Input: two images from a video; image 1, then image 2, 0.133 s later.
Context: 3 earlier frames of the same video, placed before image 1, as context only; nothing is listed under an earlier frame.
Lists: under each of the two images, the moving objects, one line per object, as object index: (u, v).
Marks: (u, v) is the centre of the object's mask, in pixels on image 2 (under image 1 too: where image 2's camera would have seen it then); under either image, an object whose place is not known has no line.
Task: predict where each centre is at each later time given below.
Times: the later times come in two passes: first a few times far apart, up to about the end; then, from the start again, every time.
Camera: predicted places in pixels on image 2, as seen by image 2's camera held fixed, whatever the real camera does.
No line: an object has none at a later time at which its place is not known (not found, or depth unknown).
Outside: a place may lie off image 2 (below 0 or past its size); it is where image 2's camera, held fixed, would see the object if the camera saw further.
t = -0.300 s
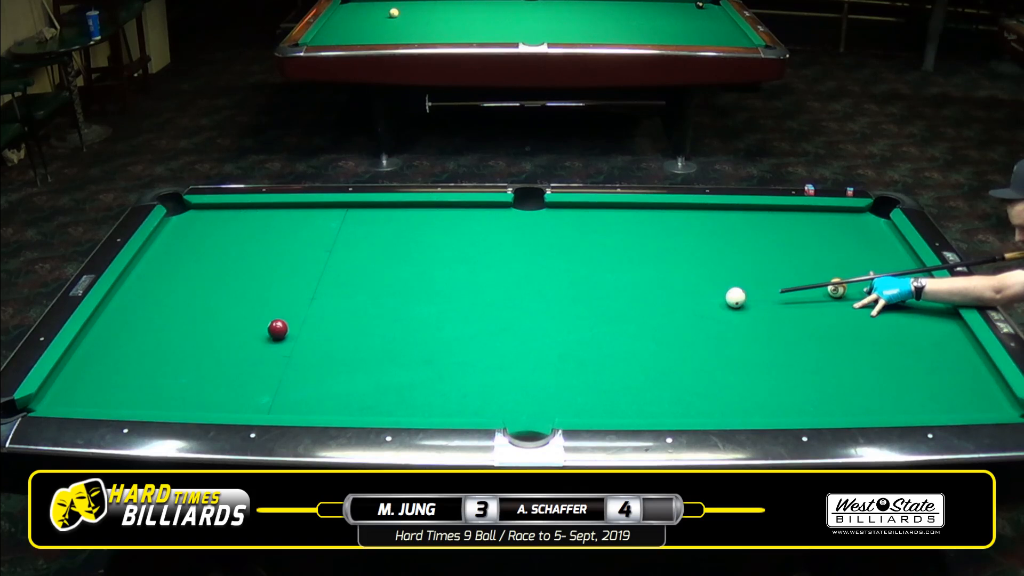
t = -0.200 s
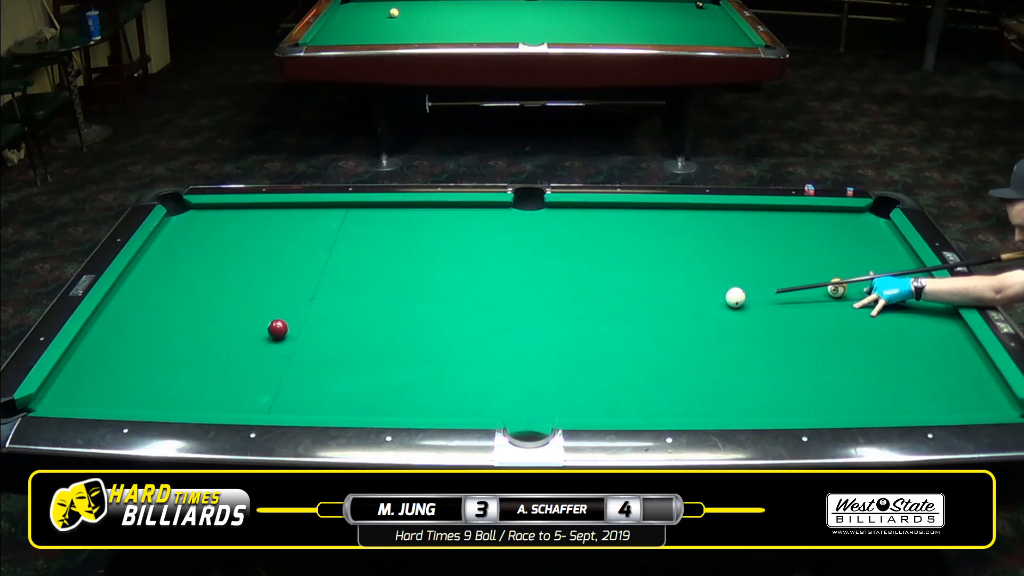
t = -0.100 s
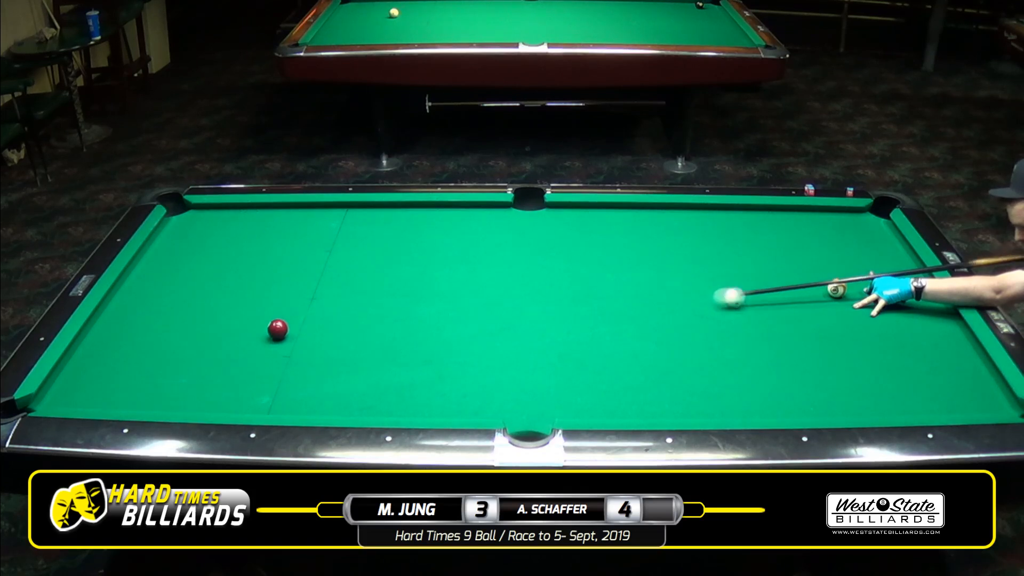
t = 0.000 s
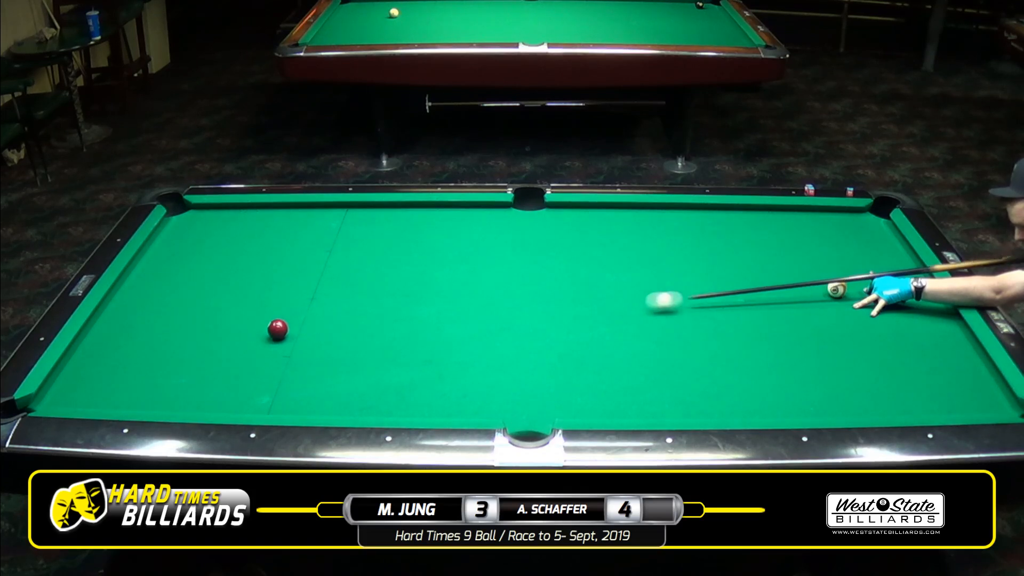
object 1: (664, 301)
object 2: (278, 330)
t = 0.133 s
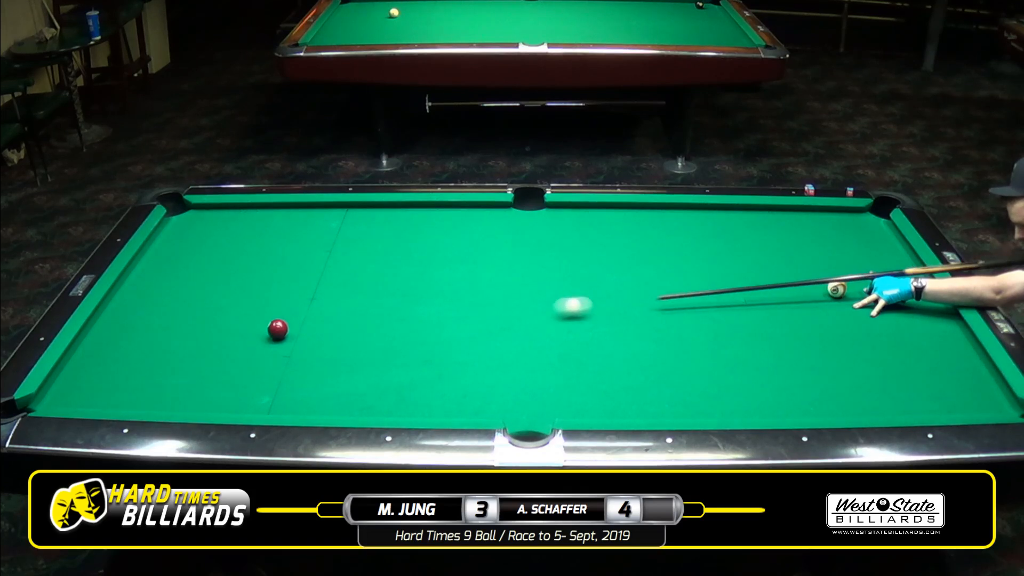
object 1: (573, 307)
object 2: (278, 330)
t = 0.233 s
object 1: (503, 311)
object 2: (278, 330)
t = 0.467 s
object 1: (339, 321)
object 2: (277, 329)
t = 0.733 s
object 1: (252, 303)
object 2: (186, 358)
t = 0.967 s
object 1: (196, 285)
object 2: (96, 387)
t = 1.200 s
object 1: (147, 269)
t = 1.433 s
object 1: (167, 257)
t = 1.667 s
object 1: (209, 248)
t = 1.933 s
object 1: (253, 238)
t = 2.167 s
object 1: (291, 229)
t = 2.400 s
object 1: (326, 222)
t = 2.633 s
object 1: (358, 215)
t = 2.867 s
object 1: (389, 208)
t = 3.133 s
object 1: (415, 208)
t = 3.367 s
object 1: (433, 211)
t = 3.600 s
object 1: (450, 214)
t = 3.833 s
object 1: (466, 216)
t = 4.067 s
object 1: (480, 219)
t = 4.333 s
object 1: (495, 222)
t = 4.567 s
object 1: (507, 224)
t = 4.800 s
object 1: (518, 226)
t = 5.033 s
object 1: (527, 228)
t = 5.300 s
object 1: (536, 230)
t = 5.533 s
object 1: (543, 231)
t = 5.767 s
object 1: (548, 232)
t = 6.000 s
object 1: (552, 233)
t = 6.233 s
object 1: (554, 234)
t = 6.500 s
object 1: (556, 234)
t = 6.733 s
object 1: (556, 233)
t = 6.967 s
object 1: (556, 233)
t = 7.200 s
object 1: (556, 233)
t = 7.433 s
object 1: (556, 233)
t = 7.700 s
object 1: (556, 233)
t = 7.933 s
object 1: (556, 233)
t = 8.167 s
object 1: (556, 233)
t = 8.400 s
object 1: (556, 233)
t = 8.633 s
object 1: (556, 233)
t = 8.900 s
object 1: (556, 233)
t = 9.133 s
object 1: (556, 233)
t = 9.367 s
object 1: (556, 233)
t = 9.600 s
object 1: (556, 233)
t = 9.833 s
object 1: (556, 233)
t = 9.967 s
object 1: (556, 233)
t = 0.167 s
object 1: (549, 308)
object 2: (278, 330)
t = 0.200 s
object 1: (526, 310)
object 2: (278, 330)
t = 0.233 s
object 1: (503, 311)
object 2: (278, 330)
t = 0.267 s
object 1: (480, 313)
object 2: (278, 330)
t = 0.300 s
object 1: (456, 314)
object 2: (278, 330)
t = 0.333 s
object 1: (433, 315)
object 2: (278, 330)
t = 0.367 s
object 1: (409, 317)
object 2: (277, 329)
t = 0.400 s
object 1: (386, 318)
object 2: (277, 329)
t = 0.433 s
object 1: (363, 320)
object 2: (277, 329)
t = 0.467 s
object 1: (339, 321)
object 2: (277, 329)
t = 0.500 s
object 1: (316, 322)
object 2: (278, 329)
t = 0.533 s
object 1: (298, 322)
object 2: (276, 330)
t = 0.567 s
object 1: (290, 319)
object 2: (258, 335)
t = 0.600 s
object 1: (284, 315)
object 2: (241, 340)
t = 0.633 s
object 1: (277, 311)
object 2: (226, 345)
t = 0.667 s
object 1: (269, 308)
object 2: (212, 349)
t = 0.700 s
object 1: (260, 306)
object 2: (198, 354)
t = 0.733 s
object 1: (252, 303)
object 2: (186, 358)
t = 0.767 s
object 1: (243, 300)
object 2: (172, 362)
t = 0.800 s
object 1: (235, 297)
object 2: (160, 366)
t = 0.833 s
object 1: (227, 295)
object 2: (147, 370)
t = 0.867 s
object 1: (219, 292)
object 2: (134, 375)
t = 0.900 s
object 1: (211, 290)
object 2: (122, 378)
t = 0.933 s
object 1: (203, 287)
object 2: (109, 383)
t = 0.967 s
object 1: (196, 285)
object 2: (96, 387)
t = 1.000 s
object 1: (189, 282)
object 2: (83, 391)
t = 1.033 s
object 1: (181, 280)
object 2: (70, 395)
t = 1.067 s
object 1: (174, 277)
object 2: (58, 398)
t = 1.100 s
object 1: (167, 275)
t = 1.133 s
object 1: (160, 273)
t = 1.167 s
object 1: (153, 271)
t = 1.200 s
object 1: (147, 269)
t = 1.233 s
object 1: (140, 267)
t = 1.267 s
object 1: (136, 264)
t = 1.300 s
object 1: (142, 263)
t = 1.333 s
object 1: (149, 261)
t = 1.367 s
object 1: (155, 260)
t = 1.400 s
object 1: (161, 259)
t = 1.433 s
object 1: (167, 257)
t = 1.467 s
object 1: (173, 256)
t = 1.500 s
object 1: (179, 254)
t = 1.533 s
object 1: (185, 253)
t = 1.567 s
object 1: (191, 252)
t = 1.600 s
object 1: (197, 250)
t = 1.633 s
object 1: (203, 249)
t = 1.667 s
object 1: (209, 248)
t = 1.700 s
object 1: (214, 246)
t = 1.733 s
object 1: (220, 245)
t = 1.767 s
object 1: (226, 244)
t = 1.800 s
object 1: (231, 243)
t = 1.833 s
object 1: (237, 241)
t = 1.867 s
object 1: (242, 240)
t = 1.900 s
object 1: (248, 239)
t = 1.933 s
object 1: (253, 238)
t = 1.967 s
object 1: (259, 237)
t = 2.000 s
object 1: (264, 235)
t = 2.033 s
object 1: (270, 234)
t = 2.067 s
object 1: (275, 233)
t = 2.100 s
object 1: (280, 232)
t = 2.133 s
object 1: (285, 231)
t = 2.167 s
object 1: (291, 229)
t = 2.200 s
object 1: (296, 228)
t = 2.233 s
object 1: (301, 227)
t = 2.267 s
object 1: (306, 226)
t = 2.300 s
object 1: (311, 225)
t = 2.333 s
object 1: (316, 224)
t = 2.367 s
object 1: (321, 223)
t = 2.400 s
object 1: (326, 222)
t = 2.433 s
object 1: (330, 221)
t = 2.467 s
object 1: (335, 219)
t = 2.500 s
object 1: (340, 218)
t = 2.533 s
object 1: (345, 217)
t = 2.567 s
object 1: (349, 217)
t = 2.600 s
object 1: (354, 216)
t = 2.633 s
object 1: (358, 215)
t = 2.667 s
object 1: (363, 214)
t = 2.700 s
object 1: (367, 213)
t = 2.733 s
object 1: (372, 212)
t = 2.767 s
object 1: (376, 211)
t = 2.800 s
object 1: (381, 210)
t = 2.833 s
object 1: (385, 209)
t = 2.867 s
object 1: (389, 208)
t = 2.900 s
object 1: (394, 207)
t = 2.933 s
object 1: (398, 206)
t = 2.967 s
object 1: (402, 206)
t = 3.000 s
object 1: (404, 206)
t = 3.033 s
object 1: (407, 206)
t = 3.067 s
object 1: (410, 207)
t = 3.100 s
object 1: (412, 207)
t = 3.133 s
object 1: (415, 208)
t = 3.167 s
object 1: (418, 208)
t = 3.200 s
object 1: (420, 208)
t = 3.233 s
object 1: (423, 209)
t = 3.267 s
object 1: (426, 209)
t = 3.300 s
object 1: (428, 210)
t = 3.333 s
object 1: (431, 210)
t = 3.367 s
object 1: (433, 211)
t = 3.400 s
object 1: (435, 211)
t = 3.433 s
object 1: (438, 212)
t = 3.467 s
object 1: (440, 212)
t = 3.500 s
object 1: (443, 213)
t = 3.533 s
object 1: (445, 213)
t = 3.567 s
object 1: (447, 213)
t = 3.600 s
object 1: (450, 214)
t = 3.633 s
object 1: (452, 214)
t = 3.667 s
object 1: (454, 215)
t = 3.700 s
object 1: (457, 215)
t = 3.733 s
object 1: (459, 215)
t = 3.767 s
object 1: (461, 216)
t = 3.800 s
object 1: (463, 216)
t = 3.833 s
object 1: (466, 216)
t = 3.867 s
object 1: (468, 217)
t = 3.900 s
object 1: (470, 217)
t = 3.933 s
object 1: (472, 217)
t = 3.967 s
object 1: (474, 218)
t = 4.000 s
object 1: (476, 218)
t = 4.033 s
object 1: (478, 219)
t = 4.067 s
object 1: (480, 219)
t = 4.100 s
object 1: (482, 219)
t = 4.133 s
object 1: (484, 220)
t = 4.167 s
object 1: (486, 220)
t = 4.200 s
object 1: (488, 220)
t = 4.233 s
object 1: (490, 221)
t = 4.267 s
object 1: (492, 221)
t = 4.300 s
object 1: (494, 221)
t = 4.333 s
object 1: (495, 222)
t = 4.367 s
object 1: (497, 222)
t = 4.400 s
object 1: (499, 222)
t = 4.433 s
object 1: (501, 223)
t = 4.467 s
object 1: (502, 223)
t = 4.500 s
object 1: (504, 223)
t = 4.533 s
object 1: (506, 224)
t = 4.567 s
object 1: (507, 224)
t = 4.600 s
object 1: (509, 224)
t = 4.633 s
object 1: (510, 225)
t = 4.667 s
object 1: (512, 225)
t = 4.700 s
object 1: (514, 225)
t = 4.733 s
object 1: (515, 225)
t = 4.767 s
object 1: (516, 226)
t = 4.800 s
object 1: (518, 226)
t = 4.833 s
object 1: (519, 226)
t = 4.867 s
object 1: (521, 226)
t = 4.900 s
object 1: (522, 227)
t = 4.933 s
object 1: (524, 227)
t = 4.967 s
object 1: (525, 227)
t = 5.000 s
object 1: (526, 227)
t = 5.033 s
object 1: (527, 228)
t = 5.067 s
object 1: (529, 228)
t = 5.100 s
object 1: (530, 228)
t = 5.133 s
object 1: (531, 228)
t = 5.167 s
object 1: (532, 229)
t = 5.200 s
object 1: (534, 229)
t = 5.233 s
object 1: (534, 229)
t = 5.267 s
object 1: (535, 229)
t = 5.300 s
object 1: (536, 230)
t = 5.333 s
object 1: (538, 230)
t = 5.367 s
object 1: (539, 230)
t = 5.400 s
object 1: (540, 230)
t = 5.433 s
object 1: (540, 230)
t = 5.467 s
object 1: (541, 230)
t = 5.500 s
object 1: (542, 231)
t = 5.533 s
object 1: (543, 231)
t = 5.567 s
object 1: (544, 231)
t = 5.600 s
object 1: (544, 231)
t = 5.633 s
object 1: (545, 231)
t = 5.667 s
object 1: (546, 232)
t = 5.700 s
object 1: (547, 232)
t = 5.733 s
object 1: (547, 232)
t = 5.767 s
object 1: (548, 232)
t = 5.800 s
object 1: (549, 232)
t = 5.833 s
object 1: (549, 232)
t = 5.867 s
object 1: (550, 232)
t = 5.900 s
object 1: (550, 233)
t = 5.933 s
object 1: (551, 233)
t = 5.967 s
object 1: (551, 233)
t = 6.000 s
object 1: (552, 233)
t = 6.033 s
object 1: (552, 233)
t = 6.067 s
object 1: (552, 233)
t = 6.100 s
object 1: (553, 233)
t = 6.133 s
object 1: (553, 233)
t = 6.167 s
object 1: (553, 233)
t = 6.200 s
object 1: (554, 233)
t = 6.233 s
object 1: (554, 234)
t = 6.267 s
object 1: (554, 234)
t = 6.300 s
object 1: (555, 234)
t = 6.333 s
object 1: (555, 234)
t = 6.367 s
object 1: (555, 234)
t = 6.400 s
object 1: (555, 234)
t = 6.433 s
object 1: (555, 234)
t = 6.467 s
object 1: (555, 234)
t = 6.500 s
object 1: (556, 234)
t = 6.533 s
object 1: (556, 233)
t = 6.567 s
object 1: (556, 233)
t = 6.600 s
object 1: (556, 233)
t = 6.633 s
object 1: (556, 233)
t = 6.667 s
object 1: (556, 233)
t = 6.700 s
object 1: (556, 233)
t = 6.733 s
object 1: (556, 233)
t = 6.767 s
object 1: (556, 233)
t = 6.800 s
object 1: (556, 233)
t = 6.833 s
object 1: (556, 233)
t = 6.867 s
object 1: (556, 233)
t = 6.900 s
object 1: (556, 233)
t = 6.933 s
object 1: (556, 233)
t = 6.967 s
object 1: (556, 233)
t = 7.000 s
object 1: (556, 233)
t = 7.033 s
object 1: (556, 233)
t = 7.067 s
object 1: (556, 233)
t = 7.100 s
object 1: (556, 233)
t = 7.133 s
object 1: (556, 233)
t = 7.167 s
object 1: (556, 233)
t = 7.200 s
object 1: (556, 233)
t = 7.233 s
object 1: (556, 233)
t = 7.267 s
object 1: (556, 233)
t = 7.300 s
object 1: (556, 233)
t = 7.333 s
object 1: (556, 233)
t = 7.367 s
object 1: (556, 233)
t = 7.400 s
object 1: (556, 233)
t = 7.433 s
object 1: (556, 233)
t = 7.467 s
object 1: (556, 233)
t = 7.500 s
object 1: (556, 233)
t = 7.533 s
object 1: (556, 233)
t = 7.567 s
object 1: (556, 233)
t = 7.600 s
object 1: (556, 233)
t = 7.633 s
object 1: (556, 233)
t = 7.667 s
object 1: (556, 233)
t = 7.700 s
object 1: (556, 233)
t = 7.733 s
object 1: (556, 233)
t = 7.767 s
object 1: (556, 233)
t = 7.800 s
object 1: (556, 233)
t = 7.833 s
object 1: (556, 233)
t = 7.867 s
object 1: (556, 233)
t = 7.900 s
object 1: (556, 233)
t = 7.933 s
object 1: (556, 233)
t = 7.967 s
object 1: (556, 233)
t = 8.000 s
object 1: (556, 233)
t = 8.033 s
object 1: (556, 233)
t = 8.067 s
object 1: (556, 233)
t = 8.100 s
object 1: (556, 233)
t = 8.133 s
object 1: (556, 233)
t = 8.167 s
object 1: (556, 233)
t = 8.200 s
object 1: (556, 233)
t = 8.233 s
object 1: (556, 233)
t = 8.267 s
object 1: (556, 233)
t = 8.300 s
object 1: (556, 233)
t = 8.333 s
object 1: (556, 233)
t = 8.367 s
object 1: (556, 233)
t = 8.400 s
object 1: (556, 233)
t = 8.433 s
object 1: (556, 233)
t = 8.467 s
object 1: (556, 233)
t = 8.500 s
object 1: (556, 233)
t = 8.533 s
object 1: (556, 233)
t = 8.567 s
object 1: (556, 233)
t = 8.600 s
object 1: (556, 233)
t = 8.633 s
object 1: (556, 233)
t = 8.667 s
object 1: (556, 233)
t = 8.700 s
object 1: (556, 233)
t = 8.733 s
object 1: (556, 233)
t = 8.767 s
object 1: (556, 233)
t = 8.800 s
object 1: (556, 233)
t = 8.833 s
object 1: (556, 233)
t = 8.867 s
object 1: (556, 233)
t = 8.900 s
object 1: (556, 233)
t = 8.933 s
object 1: (556, 233)
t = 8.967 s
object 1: (556, 233)
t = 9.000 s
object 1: (556, 233)
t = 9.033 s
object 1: (556, 233)
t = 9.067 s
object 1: (556, 233)
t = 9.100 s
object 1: (556, 233)
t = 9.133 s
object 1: (556, 233)
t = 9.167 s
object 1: (556, 233)
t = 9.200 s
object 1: (556, 233)
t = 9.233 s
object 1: (556, 233)
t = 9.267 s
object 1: (556, 233)
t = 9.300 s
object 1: (556, 233)
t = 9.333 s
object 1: (556, 233)
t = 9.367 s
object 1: (556, 233)
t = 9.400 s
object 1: (556, 233)
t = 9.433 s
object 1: (556, 233)
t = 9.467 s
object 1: (556, 233)
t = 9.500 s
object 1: (556, 233)
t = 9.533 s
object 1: (556, 233)
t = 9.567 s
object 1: (556, 233)
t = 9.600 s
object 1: (556, 233)
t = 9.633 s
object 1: (556, 233)
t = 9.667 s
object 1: (556, 233)
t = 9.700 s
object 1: (556, 233)
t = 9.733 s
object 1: (556, 233)
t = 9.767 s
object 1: (556, 233)
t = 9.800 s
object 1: (556, 233)
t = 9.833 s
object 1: (556, 233)
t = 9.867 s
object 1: (556, 233)
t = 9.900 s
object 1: (556, 233)
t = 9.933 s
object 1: (556, 233)
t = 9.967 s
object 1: (556, 233)
